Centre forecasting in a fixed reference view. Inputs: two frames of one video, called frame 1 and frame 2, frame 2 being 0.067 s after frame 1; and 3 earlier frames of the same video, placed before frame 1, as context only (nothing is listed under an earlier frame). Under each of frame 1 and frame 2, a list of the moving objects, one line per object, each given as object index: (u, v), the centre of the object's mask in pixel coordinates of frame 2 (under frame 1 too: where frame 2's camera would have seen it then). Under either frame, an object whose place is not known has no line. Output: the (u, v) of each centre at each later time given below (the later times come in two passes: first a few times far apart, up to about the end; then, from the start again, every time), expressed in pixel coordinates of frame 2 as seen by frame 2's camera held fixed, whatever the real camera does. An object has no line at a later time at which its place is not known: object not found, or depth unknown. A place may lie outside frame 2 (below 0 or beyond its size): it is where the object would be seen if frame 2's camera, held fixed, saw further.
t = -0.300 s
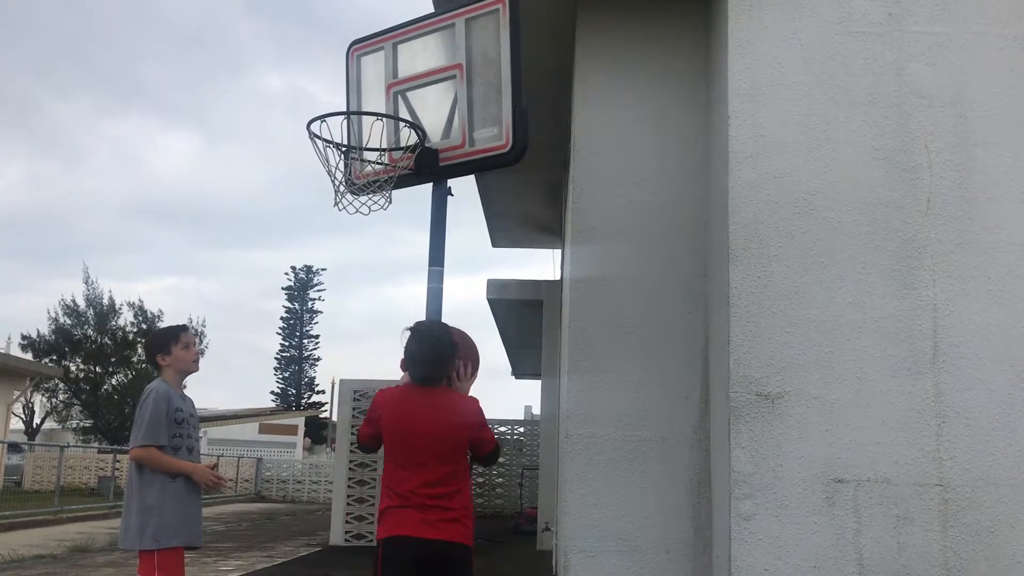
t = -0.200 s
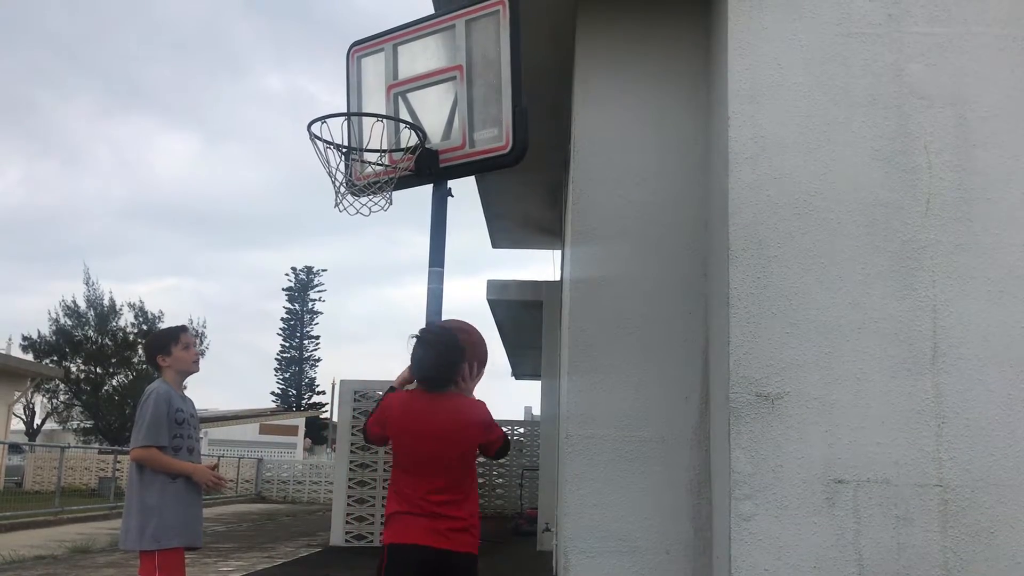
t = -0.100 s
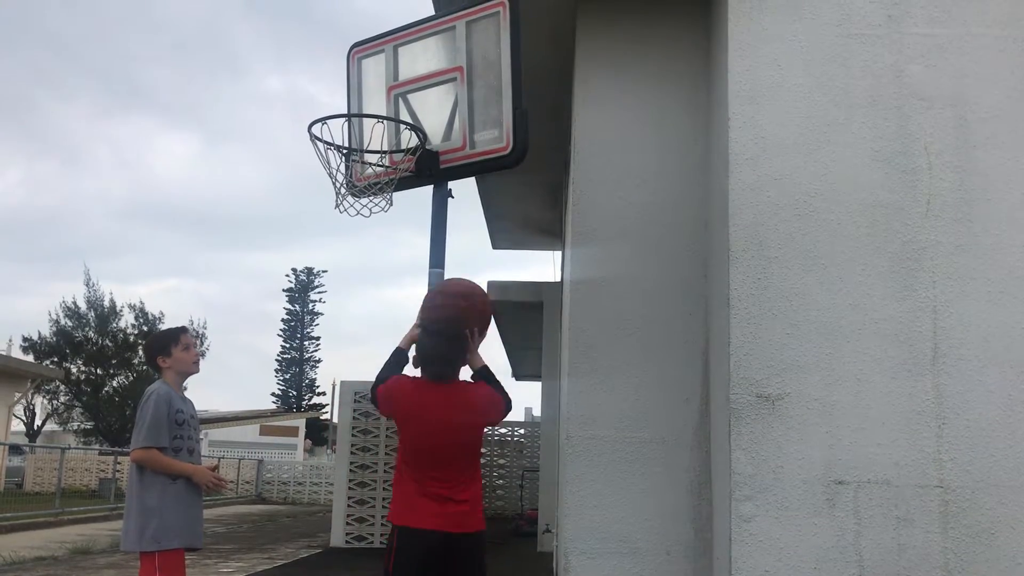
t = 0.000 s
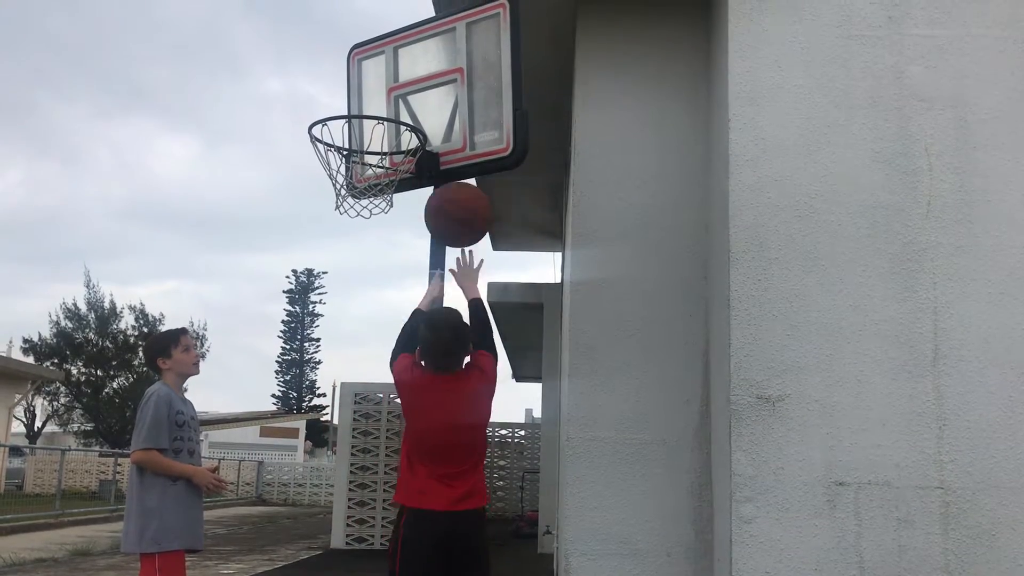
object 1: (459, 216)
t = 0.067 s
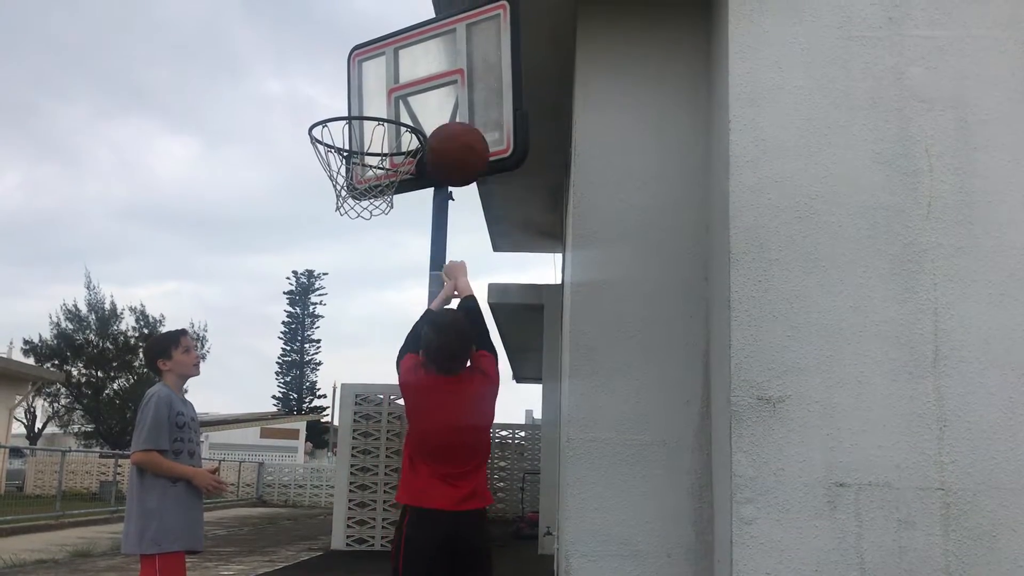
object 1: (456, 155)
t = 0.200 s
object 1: (451, 74)
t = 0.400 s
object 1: (429, 43)
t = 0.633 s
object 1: (367, 126)
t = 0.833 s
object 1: (325, 256)
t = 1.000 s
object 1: (299, 421)
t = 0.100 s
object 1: (455, 129)
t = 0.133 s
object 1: (454, 108)
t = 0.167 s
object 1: (453, 89)
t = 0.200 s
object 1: (451, 74)
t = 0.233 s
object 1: (450, 62)
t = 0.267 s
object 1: (448, 53)
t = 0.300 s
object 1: (447, 46)
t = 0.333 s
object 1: (445, 43)
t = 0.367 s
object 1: (437, 42)
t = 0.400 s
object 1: (429, 43)
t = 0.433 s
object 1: (421, 47)
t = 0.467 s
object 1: (412, 54)
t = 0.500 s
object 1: (403, 63)
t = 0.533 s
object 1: (395, 75)
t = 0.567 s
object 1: (385, 90)
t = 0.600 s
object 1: (376, 106)
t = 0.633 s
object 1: (367, 126)
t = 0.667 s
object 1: (357, 147)
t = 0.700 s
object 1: (347, 172)
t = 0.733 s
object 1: (339, 194)
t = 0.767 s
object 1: (334, 213)
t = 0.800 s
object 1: (330, 233)
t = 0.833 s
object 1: (325, 256)
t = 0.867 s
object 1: (321, 282)
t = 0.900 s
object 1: (316, 311)
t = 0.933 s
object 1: (311, 344)
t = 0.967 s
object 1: (306, 381)
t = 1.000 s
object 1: (299, 421)
